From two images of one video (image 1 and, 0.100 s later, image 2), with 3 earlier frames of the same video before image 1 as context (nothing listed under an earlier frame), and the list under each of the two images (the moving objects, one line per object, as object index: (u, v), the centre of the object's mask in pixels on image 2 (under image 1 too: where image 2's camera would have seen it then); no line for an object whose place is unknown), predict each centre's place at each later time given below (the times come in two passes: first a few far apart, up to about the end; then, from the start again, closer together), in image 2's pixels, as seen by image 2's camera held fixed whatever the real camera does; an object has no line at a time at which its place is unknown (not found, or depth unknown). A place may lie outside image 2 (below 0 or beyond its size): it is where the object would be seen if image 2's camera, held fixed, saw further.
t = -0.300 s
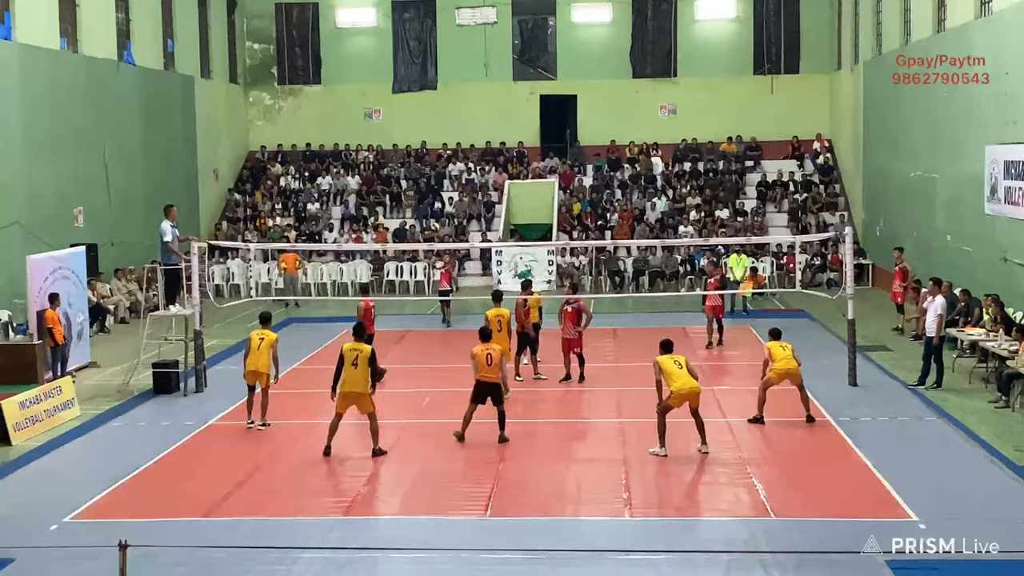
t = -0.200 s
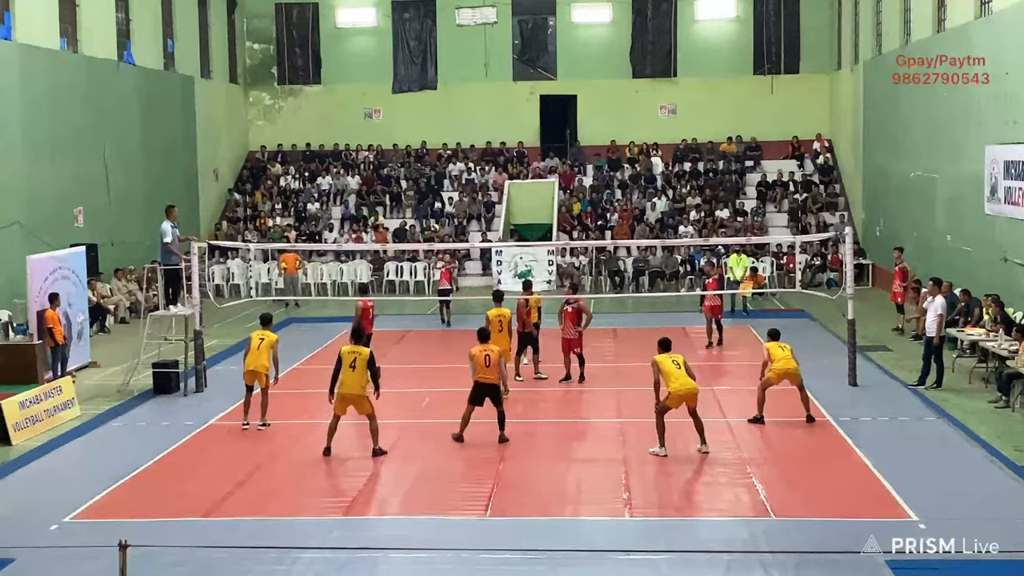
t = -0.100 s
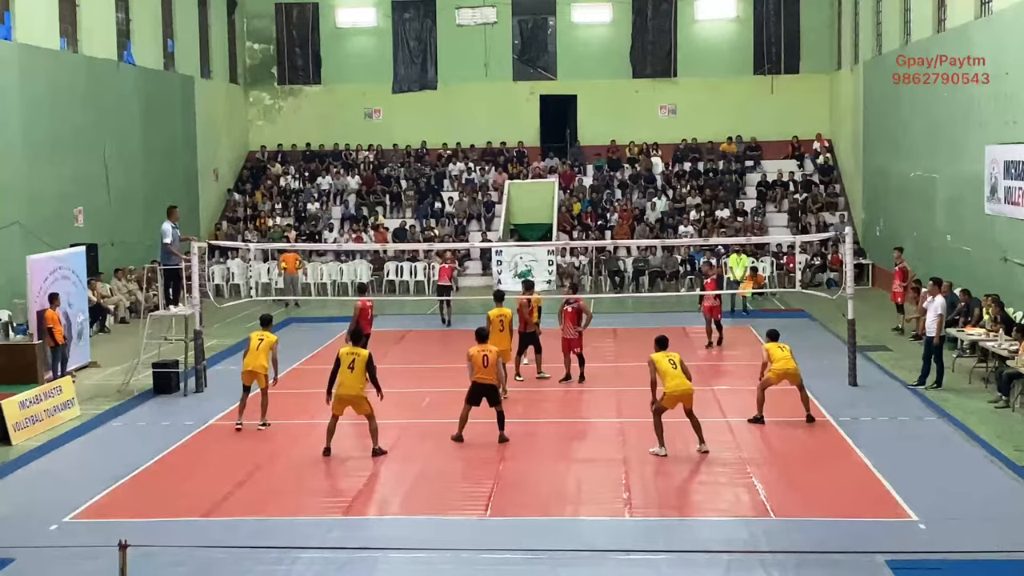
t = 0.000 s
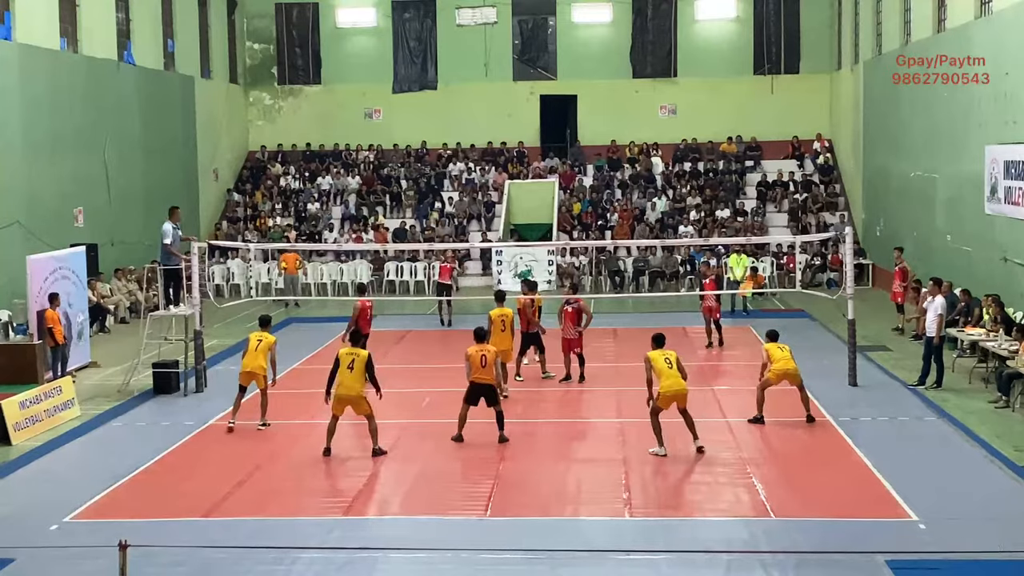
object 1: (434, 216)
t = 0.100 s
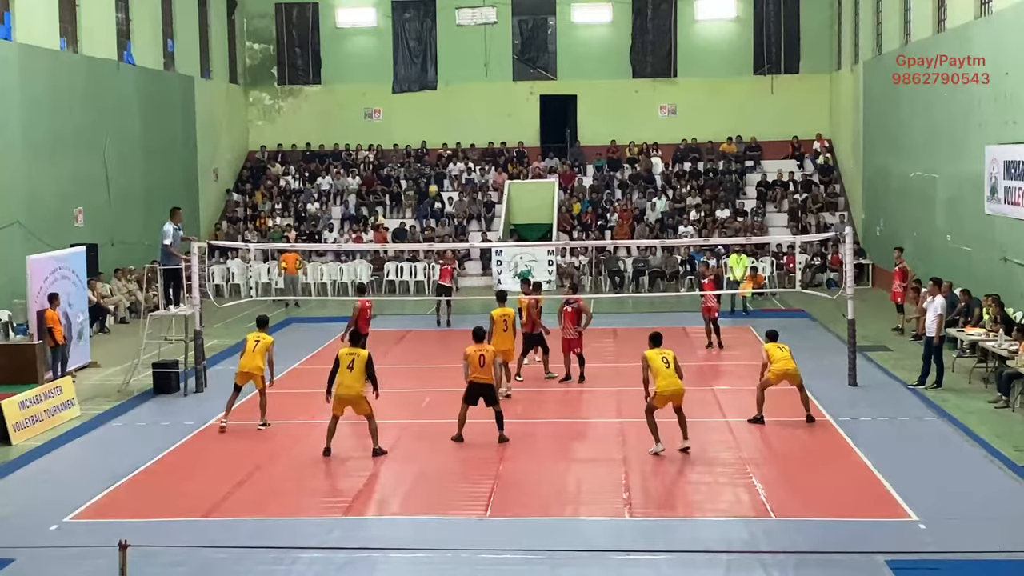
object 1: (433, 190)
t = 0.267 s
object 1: (431, 151)
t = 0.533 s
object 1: (430, 115)
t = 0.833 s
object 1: (435, 120)
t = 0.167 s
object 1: (432, 173)
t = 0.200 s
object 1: (432, 165)
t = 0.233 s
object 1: (431, 158)
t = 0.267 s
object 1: (431, 151)
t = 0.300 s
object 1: (431, 144)
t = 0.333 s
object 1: (431, 139)
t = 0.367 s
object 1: (431, 134)
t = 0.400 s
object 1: (430, 129)
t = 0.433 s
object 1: (430, 124)
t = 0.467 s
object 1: (431, 121)
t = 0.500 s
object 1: (430, 117)
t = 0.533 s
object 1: (430, 115)
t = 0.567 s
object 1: (431, 113)
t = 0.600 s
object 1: (431, 111)
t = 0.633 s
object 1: (431, 110)
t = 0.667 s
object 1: (432, 110)
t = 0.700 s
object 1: (432, 111)
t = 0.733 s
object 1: (433, 112)
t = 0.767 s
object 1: (433, 114)
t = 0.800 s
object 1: (434, 116)
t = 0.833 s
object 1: (435, 120)
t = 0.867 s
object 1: (435, 124)
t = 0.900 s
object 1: (436, 128)
